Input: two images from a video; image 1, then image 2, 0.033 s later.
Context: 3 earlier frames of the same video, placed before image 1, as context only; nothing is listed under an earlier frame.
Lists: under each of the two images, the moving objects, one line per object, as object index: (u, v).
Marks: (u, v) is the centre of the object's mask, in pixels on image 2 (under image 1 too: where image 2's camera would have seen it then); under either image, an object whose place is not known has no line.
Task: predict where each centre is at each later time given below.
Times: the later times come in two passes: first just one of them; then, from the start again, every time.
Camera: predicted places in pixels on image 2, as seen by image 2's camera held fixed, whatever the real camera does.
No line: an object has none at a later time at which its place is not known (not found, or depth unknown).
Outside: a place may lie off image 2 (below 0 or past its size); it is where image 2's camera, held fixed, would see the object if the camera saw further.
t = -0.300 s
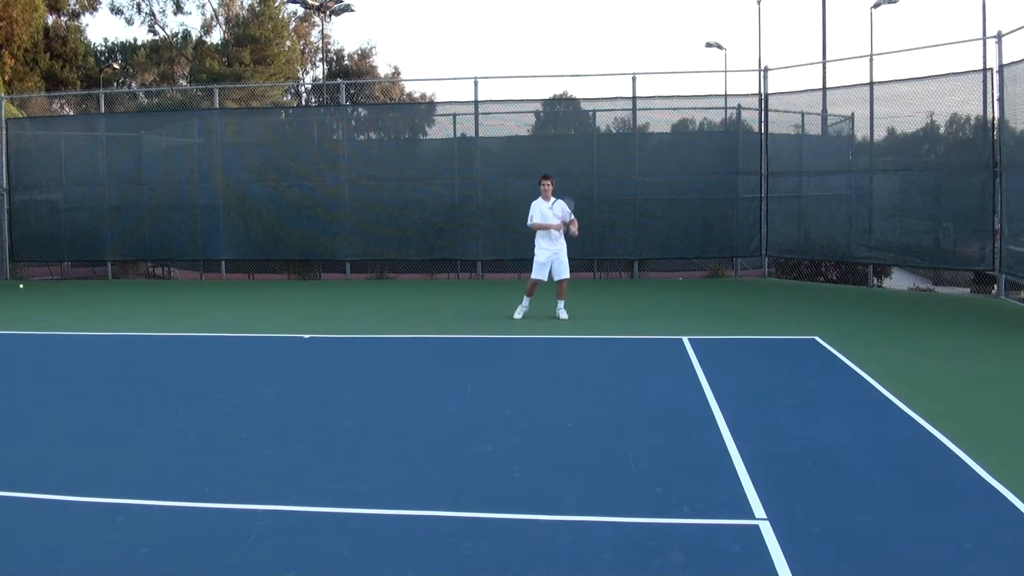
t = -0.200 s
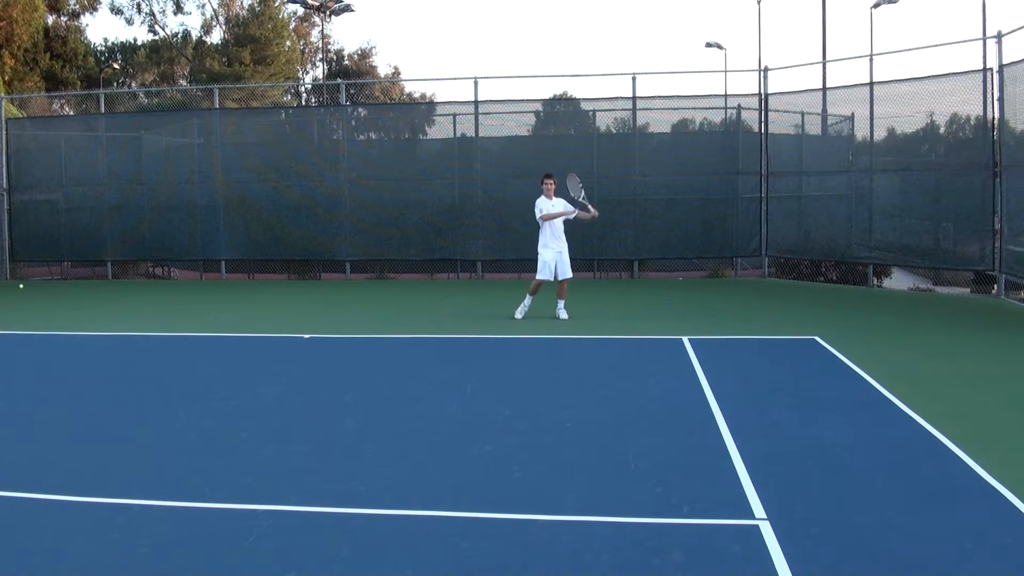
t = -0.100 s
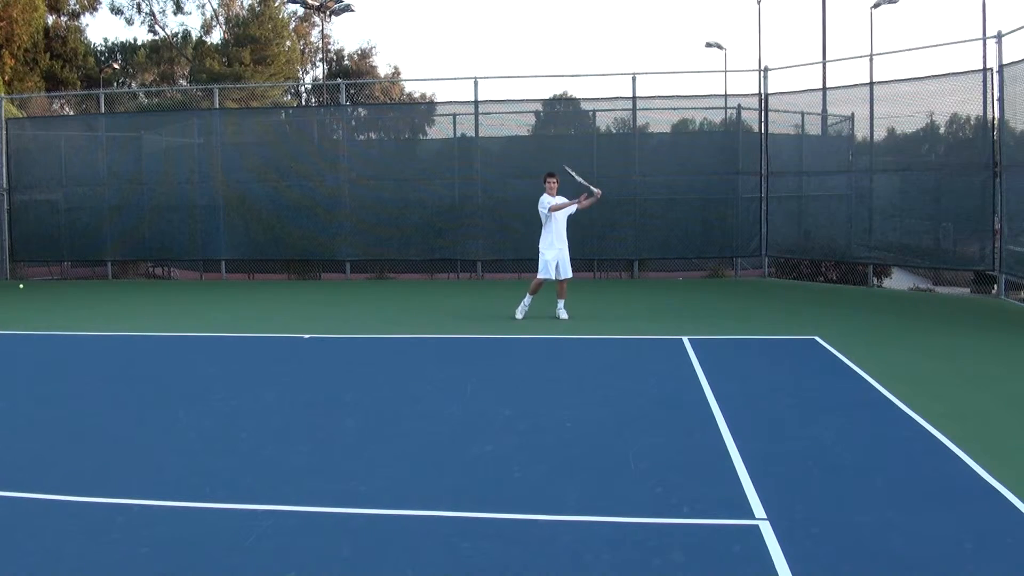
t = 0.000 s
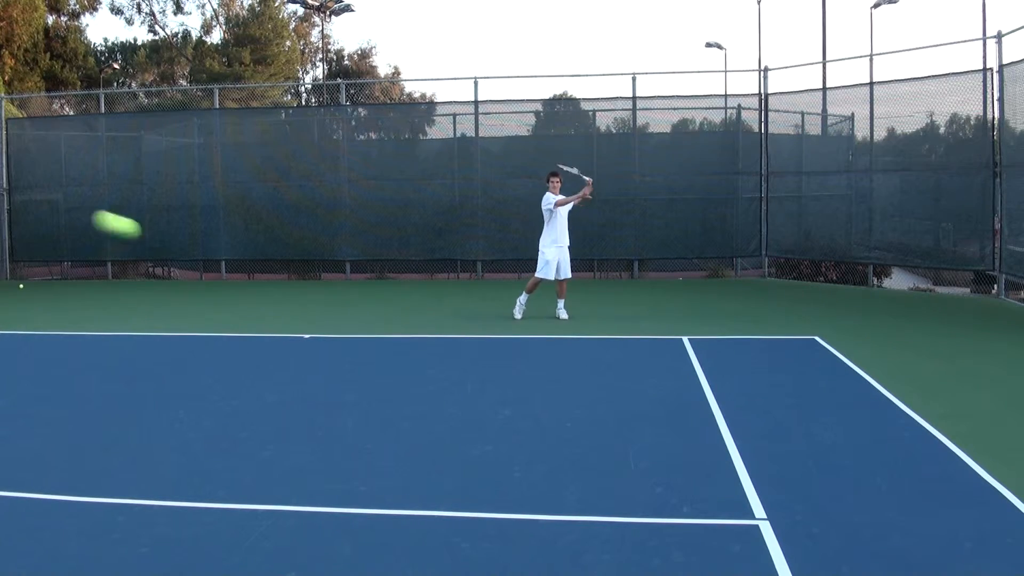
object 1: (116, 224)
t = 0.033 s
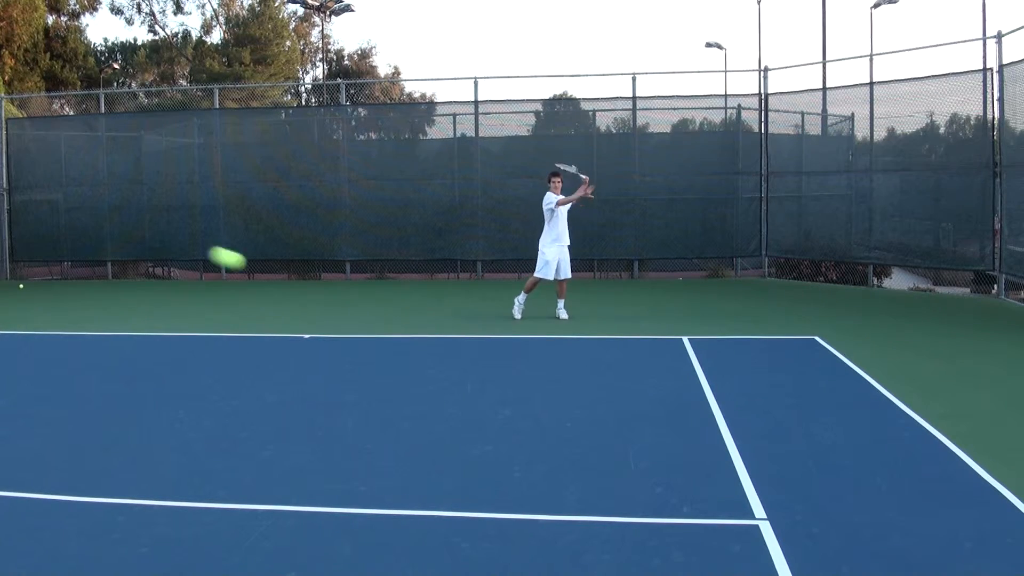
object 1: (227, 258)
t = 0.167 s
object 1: (461, 345)
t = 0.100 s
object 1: (372, 307)
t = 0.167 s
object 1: (461, 345)
